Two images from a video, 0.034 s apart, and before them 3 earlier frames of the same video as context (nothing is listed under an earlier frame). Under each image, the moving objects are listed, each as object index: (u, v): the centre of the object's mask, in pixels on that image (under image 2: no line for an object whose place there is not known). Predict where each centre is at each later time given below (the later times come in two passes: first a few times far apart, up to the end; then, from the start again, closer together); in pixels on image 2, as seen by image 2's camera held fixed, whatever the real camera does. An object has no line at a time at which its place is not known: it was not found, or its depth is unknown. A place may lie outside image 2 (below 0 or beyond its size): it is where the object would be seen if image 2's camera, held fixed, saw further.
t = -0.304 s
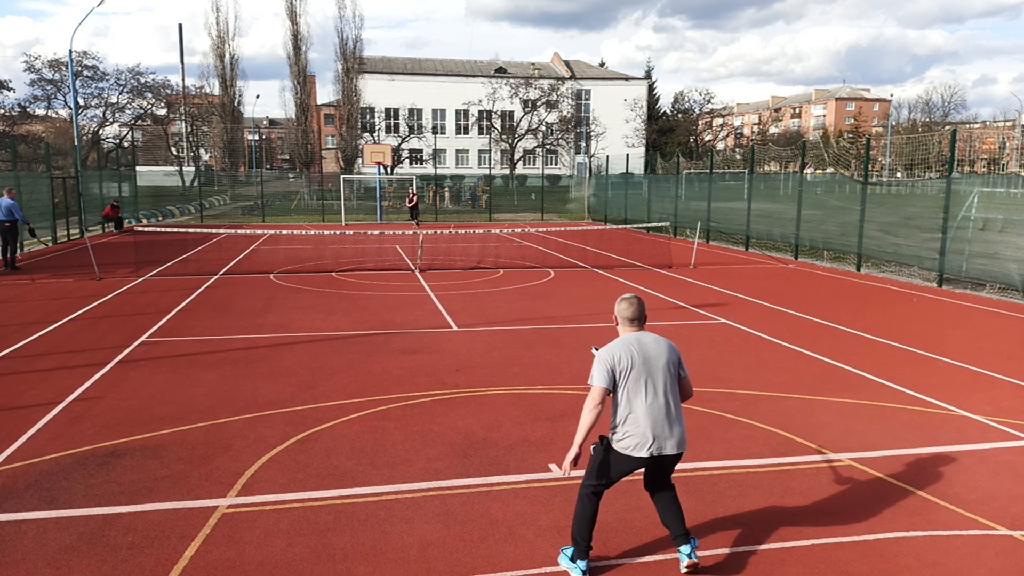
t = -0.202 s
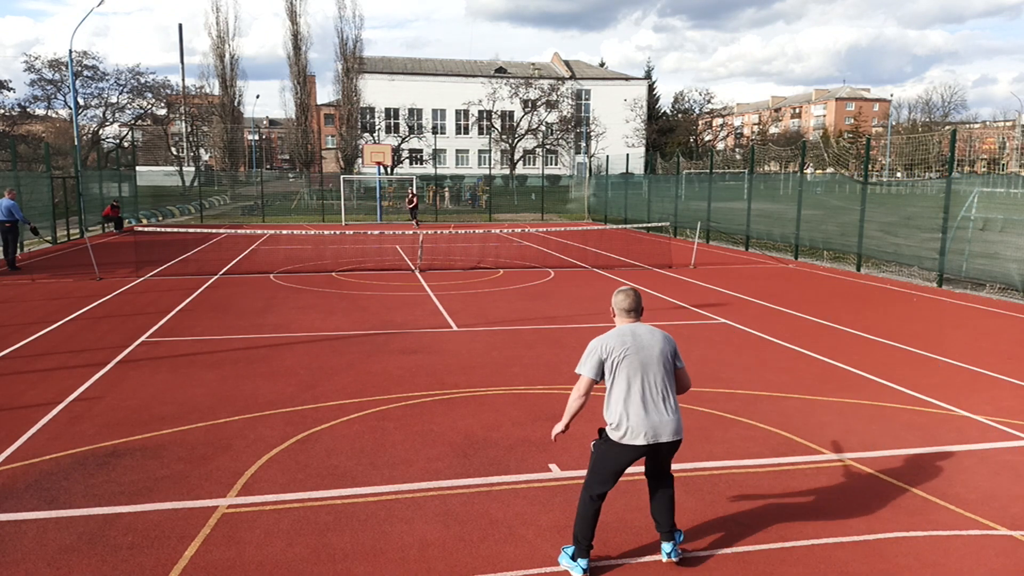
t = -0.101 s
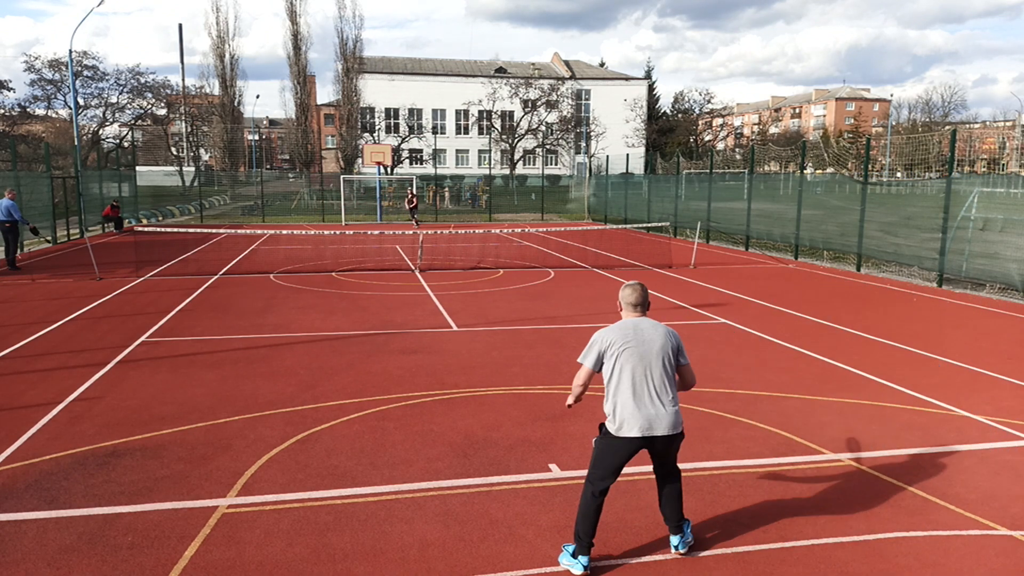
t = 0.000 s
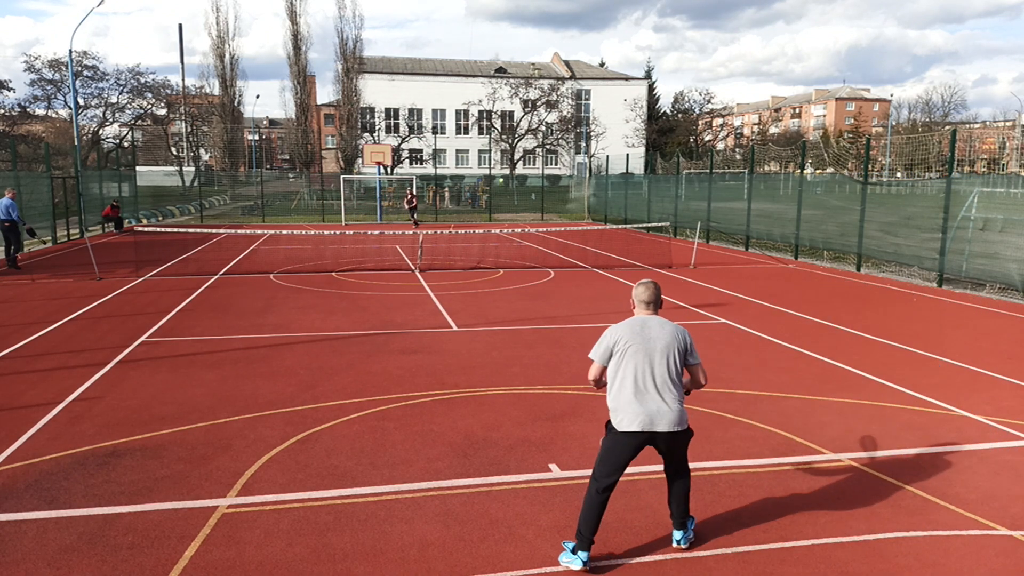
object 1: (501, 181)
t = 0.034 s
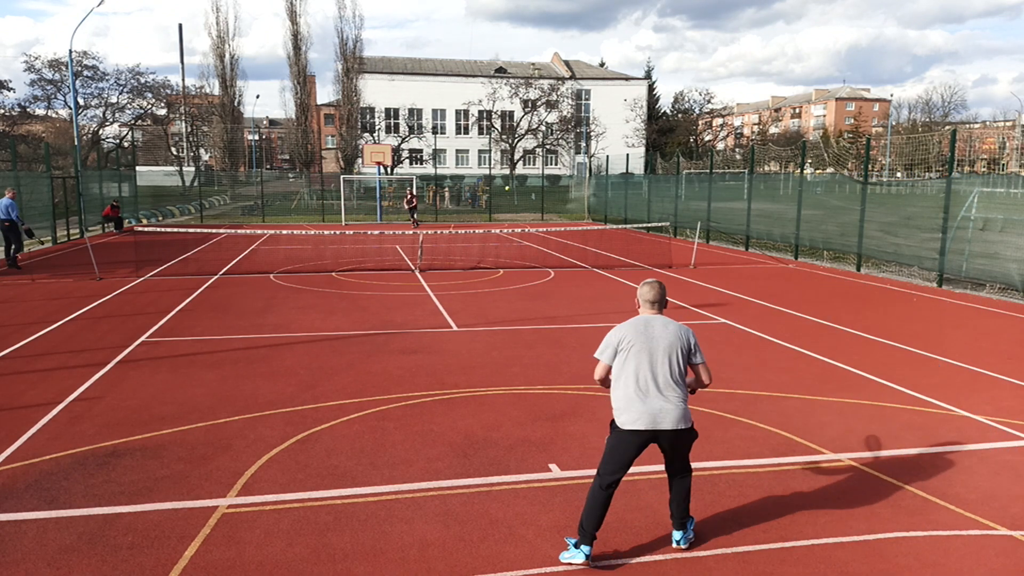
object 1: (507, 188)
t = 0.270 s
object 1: (559, 280)
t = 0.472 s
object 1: (614, 327)
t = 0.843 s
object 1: (729, 264)
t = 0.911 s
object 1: (759, 268)
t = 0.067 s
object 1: (513, 197)
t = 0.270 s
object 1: (559, 280)
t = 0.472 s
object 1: (614, 327)
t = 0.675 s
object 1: (669, 278)
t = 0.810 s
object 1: (716, 264)
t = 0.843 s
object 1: (729, 264)
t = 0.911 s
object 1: (759, 268)
